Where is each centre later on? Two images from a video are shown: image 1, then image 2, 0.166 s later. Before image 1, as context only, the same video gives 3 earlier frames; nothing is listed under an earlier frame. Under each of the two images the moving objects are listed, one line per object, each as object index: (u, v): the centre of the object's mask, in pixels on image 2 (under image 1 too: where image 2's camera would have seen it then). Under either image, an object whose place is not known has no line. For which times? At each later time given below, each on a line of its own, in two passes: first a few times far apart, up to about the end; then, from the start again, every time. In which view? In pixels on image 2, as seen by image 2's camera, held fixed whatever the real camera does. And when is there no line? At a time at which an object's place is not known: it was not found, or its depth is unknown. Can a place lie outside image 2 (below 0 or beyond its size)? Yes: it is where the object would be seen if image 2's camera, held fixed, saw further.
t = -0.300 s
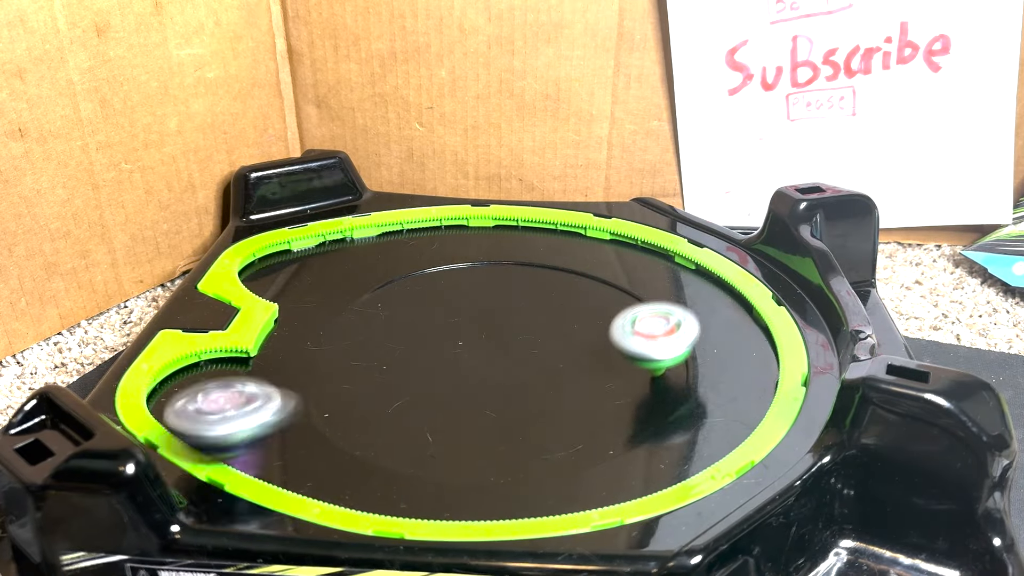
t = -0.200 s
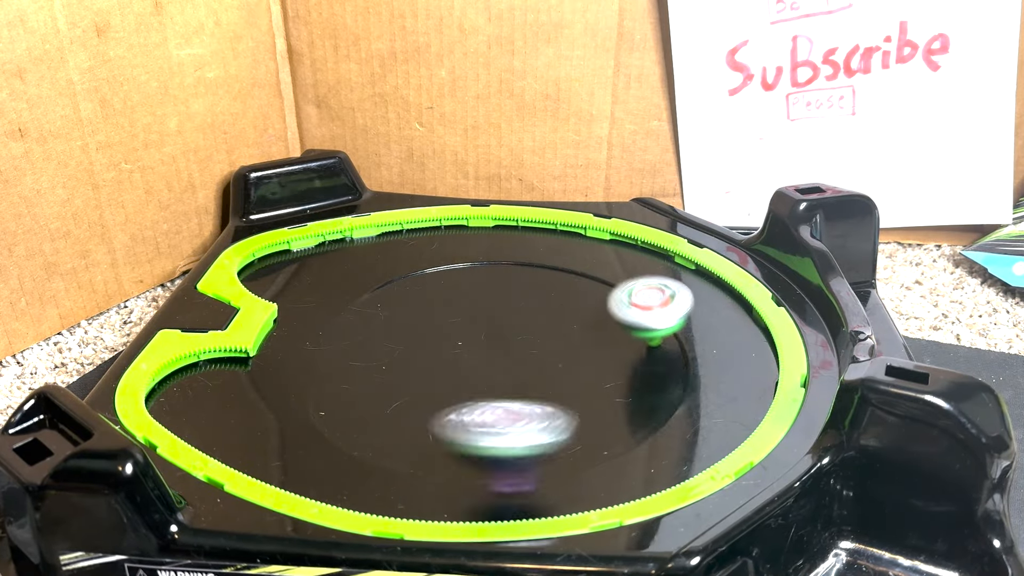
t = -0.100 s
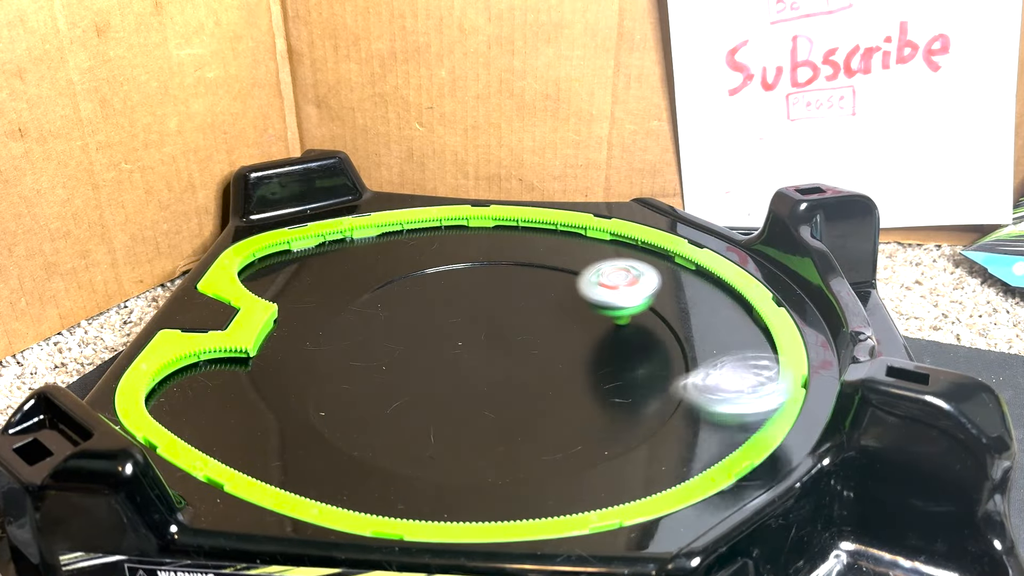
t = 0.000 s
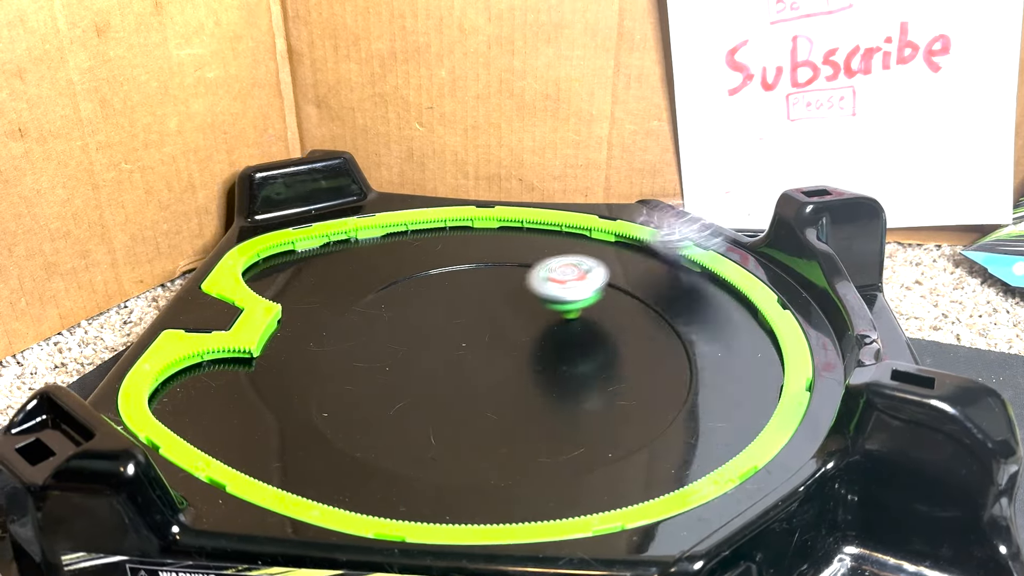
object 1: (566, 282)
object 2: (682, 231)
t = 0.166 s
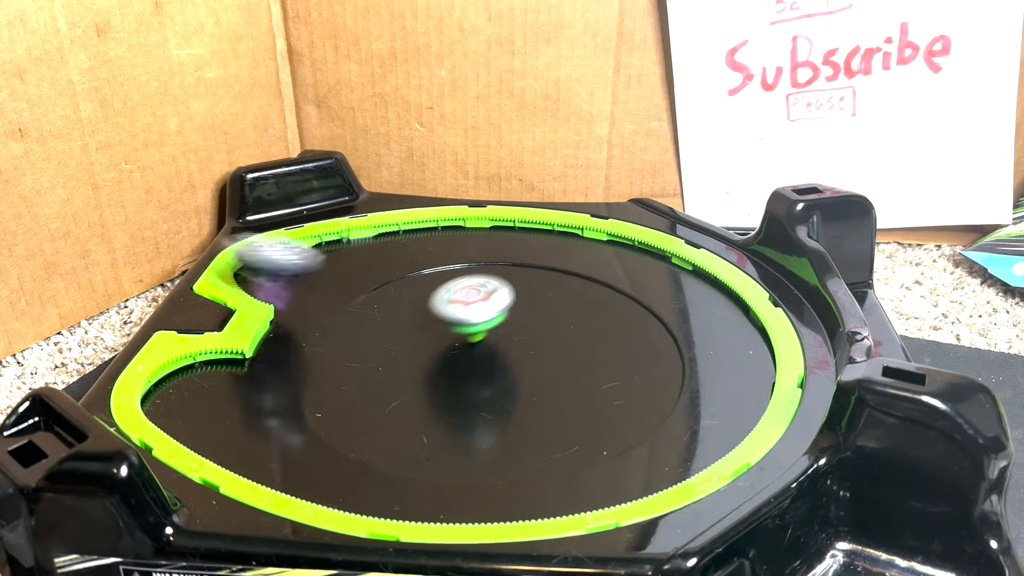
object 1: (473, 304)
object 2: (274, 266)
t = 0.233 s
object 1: (440, 318)
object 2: (398, 364)
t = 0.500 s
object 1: (426, 408)
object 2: (690, 273)
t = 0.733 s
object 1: (554, 413)
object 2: (251, 249)
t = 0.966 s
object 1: (585, 350)
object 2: (673, 407)
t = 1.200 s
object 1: (481, 307)
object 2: (611, 250)
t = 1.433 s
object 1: (305, 368)
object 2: (363, 205)
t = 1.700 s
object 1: (735, 278)
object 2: (344, 262)
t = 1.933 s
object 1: (294, 277)
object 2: (462, 362)
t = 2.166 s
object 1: (652, 330)
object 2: (771, 384)
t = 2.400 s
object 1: (599, 291)
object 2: (660, 367)
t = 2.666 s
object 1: (417, 259)
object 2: (454, 310)
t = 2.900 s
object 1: (348, 236)
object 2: (407, 408)
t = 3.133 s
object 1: (282, 396)
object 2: (478, 448)
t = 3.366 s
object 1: (490, 461)
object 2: (502, 398)
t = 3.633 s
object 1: (672, 296)
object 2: (435, 308)
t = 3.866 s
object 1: (531, 222)
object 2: (381, 266)
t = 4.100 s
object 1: (318, 227)
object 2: (377, 332)
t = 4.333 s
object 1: (286, 301)
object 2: (517, 386)
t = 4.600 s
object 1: (509, 423)
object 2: (653, 316)
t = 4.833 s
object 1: (629, 407)
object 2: (586, 309)
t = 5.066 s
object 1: (591, 385)
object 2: (460, 359)
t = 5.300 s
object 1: (483, 359)
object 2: (409, 412)
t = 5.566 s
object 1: (377, 343)
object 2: (414, 413)
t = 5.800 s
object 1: (346, 330)
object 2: (443, 360)
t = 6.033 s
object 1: (382, 319)
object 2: (468, 302)
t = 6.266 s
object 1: (456, 305)
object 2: (474, 258)
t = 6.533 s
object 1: (496, 392)
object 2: (534, 222)
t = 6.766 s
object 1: (602, 375)
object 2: (540, 324)
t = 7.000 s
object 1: (720, 352)
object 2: (430, 375)
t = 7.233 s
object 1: (733, 356)
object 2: (381, 343)
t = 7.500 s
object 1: (601, 365)
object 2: (547, 302)
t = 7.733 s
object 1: (450, 361)
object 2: (659, 315)
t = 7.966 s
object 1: (347, 350)
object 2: (682, 390)
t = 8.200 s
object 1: (367, 344)
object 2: (555, 470)
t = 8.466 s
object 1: (482, 319)
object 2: (301, 430)
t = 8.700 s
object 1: (531, 285)
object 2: (199, 327)
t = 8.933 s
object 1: (540, 282)
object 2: (268, 368)
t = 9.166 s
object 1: (543, 322)
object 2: (452, 384)
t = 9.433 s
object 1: (633, 282)
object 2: (518, 415)
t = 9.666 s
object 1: (578, 327)
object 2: (540, 394)
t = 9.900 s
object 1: (539, 318)
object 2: (432, 391)
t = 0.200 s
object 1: (454, 312)
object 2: (329, 300)
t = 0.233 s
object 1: (440, 318)
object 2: (398, 364)
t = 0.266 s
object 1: (425, 329)
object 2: (471, 397)
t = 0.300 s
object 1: (414, 342)
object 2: (556, 422)
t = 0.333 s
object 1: (406, 353)
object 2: (641, 420)
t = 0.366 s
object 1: (402, 364)
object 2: (694, 399)
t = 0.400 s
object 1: (402, 377)
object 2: (702, 363)
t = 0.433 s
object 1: (406, 388)
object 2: (705, 334)
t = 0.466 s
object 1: (415, 399)
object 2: (698, 304)
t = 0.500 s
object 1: (426, 408)
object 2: (690, 273)
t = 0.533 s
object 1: (441, 415)
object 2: (679, 244)
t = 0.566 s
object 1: (457, 420)
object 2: (654, 215)
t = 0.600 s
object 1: (475, 423)
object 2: (573, 204)
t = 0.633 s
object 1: (495, 424)
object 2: (486, 194)
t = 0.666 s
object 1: (516, 423)
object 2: (393, 195)
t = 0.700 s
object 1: (534, 419)
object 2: (291, 213)
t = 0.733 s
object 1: (554, 413)
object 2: (251, 249)
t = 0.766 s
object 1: (568, 406)
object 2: (295, 281)
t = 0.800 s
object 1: (579, 398)
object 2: (342, 323)
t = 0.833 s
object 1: (588, 389)
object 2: (397, 365)
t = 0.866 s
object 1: (592, 379)
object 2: (463, 399)
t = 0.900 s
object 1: (594, 369)
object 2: (535, 411)
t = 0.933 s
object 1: (591, 355)
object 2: (607, 412)
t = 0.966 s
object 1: (585, 350)
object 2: (673, 407)
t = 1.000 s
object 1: (575, 341)
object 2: (718, 397)
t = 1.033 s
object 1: (564, 333)
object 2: (710, 360)
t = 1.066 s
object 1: (549, 326)
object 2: (698, 344)
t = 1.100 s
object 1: (533, 319)
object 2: (683, 311)
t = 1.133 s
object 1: (516, 314)
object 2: (666, 290)
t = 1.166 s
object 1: (499, 310)
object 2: (645, 267)
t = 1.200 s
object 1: (481, 307)
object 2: (611, 250)
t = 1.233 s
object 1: (462, 306)
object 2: (572, 239)
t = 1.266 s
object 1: (443, 305)
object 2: (528, 232)
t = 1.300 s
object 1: (424, 306)
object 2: (480, 232)
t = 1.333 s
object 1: (407, 308)
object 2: (433, 241)
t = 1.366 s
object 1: (388, 314)
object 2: (390, 254)
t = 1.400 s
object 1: (351, 332)
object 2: (373, 226)
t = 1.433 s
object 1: (305, 368)
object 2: (363, 205)
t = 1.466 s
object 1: (255, 427)
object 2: (357, 201)
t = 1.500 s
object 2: (354, 209)
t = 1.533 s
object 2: (350, 204)
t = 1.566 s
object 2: (345, 203)
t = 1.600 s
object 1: (637, 382)
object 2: (343, 217)
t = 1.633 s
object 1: (698, 343)
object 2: (342, 239)
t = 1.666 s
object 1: (746, 309)
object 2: (342, 242)
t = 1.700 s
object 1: (735, 278)
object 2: (344, 262)
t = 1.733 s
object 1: (660, 246)
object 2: (348, 272)
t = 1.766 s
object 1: (603, 216)
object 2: (355, 287)
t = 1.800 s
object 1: (523, 199)
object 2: (364, 303)
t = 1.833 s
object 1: (430, 202)
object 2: (381, 319)
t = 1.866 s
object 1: (335, 211)
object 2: (403, 335)
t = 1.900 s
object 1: (251, 236)
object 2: (429, 349)
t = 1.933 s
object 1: (294, 277)
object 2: (462, 362)
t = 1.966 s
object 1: (363, 304)
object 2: (493, 370)
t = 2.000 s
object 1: (435, 348)
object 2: (525, 376)
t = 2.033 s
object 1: (493, 358)
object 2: (578, 388)
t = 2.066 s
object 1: (546, 356)
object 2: (642, 400)
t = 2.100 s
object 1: (587, 349)
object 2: (707, 404)
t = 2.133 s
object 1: (623, 339)
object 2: (765, 400)
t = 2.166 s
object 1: (652, 330)
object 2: (771, 384)
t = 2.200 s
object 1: (674, 319)
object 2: (764, 381)
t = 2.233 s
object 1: (685, 307)
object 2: (753, 397)
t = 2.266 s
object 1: (682, 301)
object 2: (739, 391)
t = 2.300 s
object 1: (669, 300)
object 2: (722, 392)
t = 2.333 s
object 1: (648, 297)
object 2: (703, 381)
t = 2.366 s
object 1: (625, 295)
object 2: (682, 375)
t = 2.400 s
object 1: (599, 291)
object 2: (660, 367)
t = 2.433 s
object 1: (573, 287)
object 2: (636, 361)
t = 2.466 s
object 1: (546, 283)
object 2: (611, 354)
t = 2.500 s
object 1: (520, 278)
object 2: (584, 345)
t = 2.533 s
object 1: (494, 274)
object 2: (556, 339)
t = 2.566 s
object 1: (470, 269)
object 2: (529, 330)
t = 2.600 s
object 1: (449, 265)
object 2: (503, 322)
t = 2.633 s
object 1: (432, 262)
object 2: (477, 315)
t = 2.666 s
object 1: (417, 259)
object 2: (454, 310)
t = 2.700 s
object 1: (406, 254)
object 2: (434, 311)
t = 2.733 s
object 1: (396, 235)
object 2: (422, 326)
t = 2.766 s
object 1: (388, 228)
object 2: (411, 344)
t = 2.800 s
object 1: (382, 218)
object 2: (405, 359)
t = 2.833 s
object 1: (378, 211)
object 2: (403, 376)
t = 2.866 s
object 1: (368, 212)
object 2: (403, 393)
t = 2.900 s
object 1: (348, 236)
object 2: (407, 408)
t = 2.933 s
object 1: (330, 258)
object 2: (413, 421)
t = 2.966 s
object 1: (311, 279)
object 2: (420, 433)
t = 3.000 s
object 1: (296, 300)
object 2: (431, 438)
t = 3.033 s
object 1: (285, 324)
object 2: (444, 443)
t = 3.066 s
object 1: (279, 350)
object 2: (456, 447)
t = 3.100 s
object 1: (278, 375)
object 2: (468, 451)
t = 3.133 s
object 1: (282, 396)
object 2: (478, 448)
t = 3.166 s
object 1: (292, 417)
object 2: (487, 452)
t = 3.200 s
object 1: (308, 436)
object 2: (493, 443)
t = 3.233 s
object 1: (331, 453)
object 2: (498, 443)
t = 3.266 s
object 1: (362, 463)
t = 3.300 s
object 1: (400, 466)
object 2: (504, 431)
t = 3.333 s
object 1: (442, 469)
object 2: (508, 419)
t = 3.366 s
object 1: (490, 461)
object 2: (502, 398)
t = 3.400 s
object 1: (537, 448)
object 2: (490, 392)
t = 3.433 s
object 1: (581, 434)
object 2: (488, 388)
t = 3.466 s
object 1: (621, 418)
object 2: (481, 375)
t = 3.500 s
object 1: (651, 395)
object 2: (473, 361)
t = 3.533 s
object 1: (675, 370)
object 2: (465, 346)
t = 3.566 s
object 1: (684, 344)
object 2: (455, 333)
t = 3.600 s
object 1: (681, 319)
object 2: (445, 321)
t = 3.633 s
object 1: (672, 296)
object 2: (435, 308)
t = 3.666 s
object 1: (662, 276)
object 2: (426, 298)
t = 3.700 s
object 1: (651, 258)
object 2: (416, 288)
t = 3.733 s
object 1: (640, 242)
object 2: (407, 281)
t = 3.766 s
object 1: (629, 229)
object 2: (399, 276)
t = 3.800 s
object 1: (618, 219)
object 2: (391, 269)
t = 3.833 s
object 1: (579, 219)
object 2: (385, 267)
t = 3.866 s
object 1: (531, 222)
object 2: (381, 266)
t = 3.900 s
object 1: (484, 225)
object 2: (379, 266)
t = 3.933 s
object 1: (439, 228)
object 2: (381, 270)
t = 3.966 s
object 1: (405, 224)
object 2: (377, 278)
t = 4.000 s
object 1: (379, 223)
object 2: (372, 290)
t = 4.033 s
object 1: (356, 222)
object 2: (369, 303)
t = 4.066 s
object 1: (335, 224)
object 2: (370, 318)
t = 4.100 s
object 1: (318, 227)
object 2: (377, 332)
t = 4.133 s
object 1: (302, 233)
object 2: (388, 345)
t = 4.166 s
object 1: (289, 240)
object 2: (402, 358)
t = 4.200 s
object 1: (279, 250)
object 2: (421, 369)
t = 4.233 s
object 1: (272, 261)
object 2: (443, 377)
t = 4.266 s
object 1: (270, 274)
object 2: (467, 383)
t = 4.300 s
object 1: (274, 285)
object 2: (492, 386)
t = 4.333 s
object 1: (286, 301)
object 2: (517, 386)
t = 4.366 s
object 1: (307, 319)
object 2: (541, 382)
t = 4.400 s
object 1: (329, 338)
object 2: (564, 377)
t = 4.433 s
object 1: (355, 359)
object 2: (586, 368)
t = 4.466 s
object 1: (384, 377)
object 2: (604, 358)
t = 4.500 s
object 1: (415, 393)
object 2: (620, 346)
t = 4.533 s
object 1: (447, 406)
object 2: (633, 337)
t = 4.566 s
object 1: (479, 416)
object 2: (645, 326)
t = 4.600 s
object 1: (509, 423)
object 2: (653, 316)
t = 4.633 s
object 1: (537, 429)
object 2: (659, 306)
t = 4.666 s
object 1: (562, 426)
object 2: (659, 302)
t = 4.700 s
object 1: (582, 423)
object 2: (648, 302)
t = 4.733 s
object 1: (599, 419)
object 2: (635, 301)
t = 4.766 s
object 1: (614, 414)
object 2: (620, 301)
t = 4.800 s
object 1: (623, 410)
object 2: (604, 305)
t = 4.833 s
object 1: (629, 407)
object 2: (586, 309)
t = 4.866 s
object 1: (632, 403)
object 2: (567, 314)
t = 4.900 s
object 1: (632, 401)
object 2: (547, 320)
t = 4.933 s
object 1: (629, 399)
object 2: (528, 327)
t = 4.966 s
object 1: (622, 398)
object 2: (509, 334)
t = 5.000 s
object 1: (613, 394)
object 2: (492, 341)
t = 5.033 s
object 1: (602, 390)
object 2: (475, 350)
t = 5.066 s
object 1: (591, 385)
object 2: (460, 359)
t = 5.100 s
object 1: (577, 381)
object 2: (446, 368)
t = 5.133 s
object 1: (563, 376)
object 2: (435, 375)
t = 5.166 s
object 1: (547, 372)
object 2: (425, 382)
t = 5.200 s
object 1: (531, 369)
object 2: (419, 392)
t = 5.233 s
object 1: (515, 365)
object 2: (413, 398)
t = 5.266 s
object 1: (498, 362)
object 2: (410, 405)
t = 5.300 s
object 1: (483, 359)
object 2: (409, 412)
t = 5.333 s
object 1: (469, 356)
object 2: (409, 416)
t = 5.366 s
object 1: (453, 353)
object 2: (407, 420)
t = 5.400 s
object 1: (439, 349)
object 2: (408, 421)
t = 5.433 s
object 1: (425, 349)
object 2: (408, 423)
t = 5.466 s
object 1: (412, 348)
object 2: (410, 423)
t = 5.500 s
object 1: (399, 346)
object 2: (410, 420)
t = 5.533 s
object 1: (387, 344)
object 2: (412, 416)
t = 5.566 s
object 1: (377, 343)
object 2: (414, 413)
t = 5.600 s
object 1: (369, 341)
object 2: (416, 407)
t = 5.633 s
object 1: (362, 340)
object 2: (418, 398)
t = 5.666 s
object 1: (357, 339)
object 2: (421, 393)
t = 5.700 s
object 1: (353, 337)
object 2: (425, 383)
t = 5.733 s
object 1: (351, 336)
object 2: (428, 373)
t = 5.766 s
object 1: (348, 333)
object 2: (435, 367)
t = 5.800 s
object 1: (346, 330)
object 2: (443, 360)
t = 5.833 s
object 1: (346, 327)
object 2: (449, 350)
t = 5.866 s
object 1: (348, 325)
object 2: (455, 343)
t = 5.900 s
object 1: (351, 323)
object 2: (459, 335)
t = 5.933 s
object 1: (357, 322)
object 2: (463, 326)
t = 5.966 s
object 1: (364, 321)
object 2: (465, 318)
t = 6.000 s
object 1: (372, 320)
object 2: (467, 309)
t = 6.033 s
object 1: (382, 319)
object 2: (468, 302)
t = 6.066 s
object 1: (393, 317)
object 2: (468, 293)
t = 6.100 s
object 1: (404, 316)
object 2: (469, 285)
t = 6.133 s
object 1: (415, 315)
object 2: (469, 278)
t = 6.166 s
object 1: (426, 313)
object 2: (470, 272)
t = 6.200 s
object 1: (436, 311)
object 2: (471, 267)
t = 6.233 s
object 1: (447, 308)
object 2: (472, 262)
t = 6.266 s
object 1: (456, 305)
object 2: (474, 258)
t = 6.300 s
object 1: (455, 317)
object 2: (482, 252)
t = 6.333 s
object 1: (454, 332)
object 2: (492, 235)
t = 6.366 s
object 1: (456, 346)
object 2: (504, 225)
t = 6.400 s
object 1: (459, 359)
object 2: (514, 215)
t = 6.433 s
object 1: (464, 370)
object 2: (522, 202)
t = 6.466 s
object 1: (473, 379)
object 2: (529, 201)
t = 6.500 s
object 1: (484, 387)
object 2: (533, 211)
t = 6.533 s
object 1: (496, 392)
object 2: (534, 222)
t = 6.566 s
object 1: (510, 394)
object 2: (536, 231)
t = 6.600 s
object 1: (526, 395)
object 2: (538, 239)
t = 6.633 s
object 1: (542, 394)
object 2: (540, 255)
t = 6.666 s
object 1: (557, 391)
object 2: (540, 270)
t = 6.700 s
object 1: (573, 387)
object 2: (540, 289)
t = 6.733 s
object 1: (588, 380)
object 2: (541, 304)
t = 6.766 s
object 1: (602, 375)
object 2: (540, 324)
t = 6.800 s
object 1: (613, 368)
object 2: (538, 340)
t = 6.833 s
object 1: (622, 362)
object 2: (537, 357)
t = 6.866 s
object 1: (639, 356)
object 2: (529, 370)
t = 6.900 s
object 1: (673, 356)
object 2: (503, 376)
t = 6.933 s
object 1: (691, 348)
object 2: (477, 373)
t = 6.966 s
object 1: (707, 353)
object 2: (452, 378)
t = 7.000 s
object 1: (720, 352)
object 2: (430, 375)
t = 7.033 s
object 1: (731, 353)
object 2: (410, 376)
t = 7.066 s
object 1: (739, 354)
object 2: (393, 372)
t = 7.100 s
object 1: (748, 355)
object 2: (381, 367)
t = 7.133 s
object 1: (755, 358)
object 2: (375, 359)
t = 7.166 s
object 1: (756, 359)
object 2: (371, 356)
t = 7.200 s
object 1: (744, 356)
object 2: (375, 347)
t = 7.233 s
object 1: (733, 356)
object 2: (381, 343)
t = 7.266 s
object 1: (721, 355)
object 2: (393, 337)
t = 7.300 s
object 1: (708, 355)
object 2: (408, 331)
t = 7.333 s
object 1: (693, 355)
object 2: (427, 325)
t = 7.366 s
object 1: (678, 356)
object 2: (449, 318)
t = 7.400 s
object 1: (661, 361)
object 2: (473, 312)
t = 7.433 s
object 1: (643, 363)
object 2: (498, 309)
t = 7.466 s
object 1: (623, 364)
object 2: (523, 305)
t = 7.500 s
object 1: (601, 365)
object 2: (547, 302)
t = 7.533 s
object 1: (579, 366)
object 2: (570, 299)
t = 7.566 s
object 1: (557, 366)
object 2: (592, 297)
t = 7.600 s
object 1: (536, 365)
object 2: (612, 298)
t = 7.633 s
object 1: (514, 364)
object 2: (630, 298)
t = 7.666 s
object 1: (492, 363)
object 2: (642, 301)
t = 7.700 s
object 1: (471, 363)
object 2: (651, 307)
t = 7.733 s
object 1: (450, 361)
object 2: (659, 315)
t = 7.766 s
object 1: (431, 360)
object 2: (667, 322)
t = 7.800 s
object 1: (412, 358)
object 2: (674, 332)
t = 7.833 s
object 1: (395, 357)
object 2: (680, 342)
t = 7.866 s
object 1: (380, 355)
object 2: (684, 352)
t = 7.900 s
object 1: (367, 354)
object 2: (687, 364)
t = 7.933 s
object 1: (356, 352)
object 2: (686, 377)
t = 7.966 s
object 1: (347, 350)
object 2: (682, 390)
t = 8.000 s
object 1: (342, 349)
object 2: (676, 404)
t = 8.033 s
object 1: (340, 348)
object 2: (665, 418)
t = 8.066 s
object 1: (340, 347)
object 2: (651, 431)
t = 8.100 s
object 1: (343, 346)
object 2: (634, 444)
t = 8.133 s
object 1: (348, 346)
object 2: (612, 455)
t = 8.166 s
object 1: (356, 345)
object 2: (585, 464)
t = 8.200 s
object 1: (367, 344)
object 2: (555, 470)
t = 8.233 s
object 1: (379, 343)
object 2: (523, 470)
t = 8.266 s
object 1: (394, 341)
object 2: (490, 470)
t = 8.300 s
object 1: (409, 339)
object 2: (458, 469)
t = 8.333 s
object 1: (424, 336)
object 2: (423, 464)
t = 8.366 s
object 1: (440, 332)
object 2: (390, 459)
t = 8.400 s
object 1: (455, 328)
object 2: (358, 450)
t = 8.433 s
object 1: (470, 324)
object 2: (328, 441)
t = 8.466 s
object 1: (482, 319)
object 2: (301, 430)
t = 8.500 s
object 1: (494, 314)
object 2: (277, 417)
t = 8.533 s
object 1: (504, 309)
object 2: (256, 403)
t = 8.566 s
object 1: (512, 304)
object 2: (241, 390)
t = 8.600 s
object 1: (518, 299)
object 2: (227, 372)
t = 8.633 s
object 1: (523, 294)
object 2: (218, 353)
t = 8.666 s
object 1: (527, 289)
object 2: (208, 339)
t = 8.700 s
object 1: (531, 285)
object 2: (199, 327)
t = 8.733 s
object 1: (534, 282)
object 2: (195, 329)
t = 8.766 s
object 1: (536, 279)
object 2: (200, 325)
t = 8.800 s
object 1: (537, 278)
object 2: (209, 335)
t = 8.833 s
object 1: (539, 277)
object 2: (219, 343)
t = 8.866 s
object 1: (539, 278)
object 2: (231, 355)
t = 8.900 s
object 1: (540, 279)
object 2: (247, 357)
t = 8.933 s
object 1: (540, 282)
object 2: (268, 368)
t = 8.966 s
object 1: (540, 285)
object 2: (287, 371)
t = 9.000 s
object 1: (541, 290)
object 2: (309, 376)
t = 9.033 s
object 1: (541, 295)
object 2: (333, 380)
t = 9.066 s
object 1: (541, 302)
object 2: (360, 386)
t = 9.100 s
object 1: (542, 308)
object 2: (390, 388)
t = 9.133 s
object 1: (542, 315)
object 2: (420, 386)
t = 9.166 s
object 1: (543, 322)
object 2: (452, 384)
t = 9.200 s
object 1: (545, 328)
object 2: (484, 381)
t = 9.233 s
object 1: (560, 326)
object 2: (499, 382)
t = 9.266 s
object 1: (582, 311)
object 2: (499, 392)
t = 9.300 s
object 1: (604, 302)
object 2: (500, 401)
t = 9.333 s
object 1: (619, 291)
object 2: (502, 408)
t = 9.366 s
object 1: (632, 284)
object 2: (506, 412)
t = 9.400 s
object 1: (637, 280)
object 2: (512, 414)
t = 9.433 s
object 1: (633, 282)
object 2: (518, 415)
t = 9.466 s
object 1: (629, 286)
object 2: (526, 412)
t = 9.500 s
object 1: (623, 291)
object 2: (532, 412)
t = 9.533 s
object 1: (616, 297)
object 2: (538, 407)
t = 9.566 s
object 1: (607, 305)
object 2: (541, 408)
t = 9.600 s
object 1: (598, 312)
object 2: (542, 401)
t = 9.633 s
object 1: (588, 320)
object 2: (543, 402)
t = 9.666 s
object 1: (578, 327)
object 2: (540, 394)
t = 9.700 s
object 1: (567, 335)
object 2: (534, 392)
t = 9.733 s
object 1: (566, 334)
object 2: (516, 393)
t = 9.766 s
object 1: (566, 327)
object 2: (495, 398)
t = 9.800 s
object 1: (564, 322)
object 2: (472, 399)
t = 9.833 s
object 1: (558, 319)
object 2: (457, 398)
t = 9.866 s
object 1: (550, 318)
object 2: (444, 396)
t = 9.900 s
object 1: (539, 318)
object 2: (432, 391)
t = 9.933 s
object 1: (526, 320)
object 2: (424, 387)
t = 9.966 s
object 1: (509, 323)
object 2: (418, 379)
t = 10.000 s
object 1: (493, 327)
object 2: (416, 372)
